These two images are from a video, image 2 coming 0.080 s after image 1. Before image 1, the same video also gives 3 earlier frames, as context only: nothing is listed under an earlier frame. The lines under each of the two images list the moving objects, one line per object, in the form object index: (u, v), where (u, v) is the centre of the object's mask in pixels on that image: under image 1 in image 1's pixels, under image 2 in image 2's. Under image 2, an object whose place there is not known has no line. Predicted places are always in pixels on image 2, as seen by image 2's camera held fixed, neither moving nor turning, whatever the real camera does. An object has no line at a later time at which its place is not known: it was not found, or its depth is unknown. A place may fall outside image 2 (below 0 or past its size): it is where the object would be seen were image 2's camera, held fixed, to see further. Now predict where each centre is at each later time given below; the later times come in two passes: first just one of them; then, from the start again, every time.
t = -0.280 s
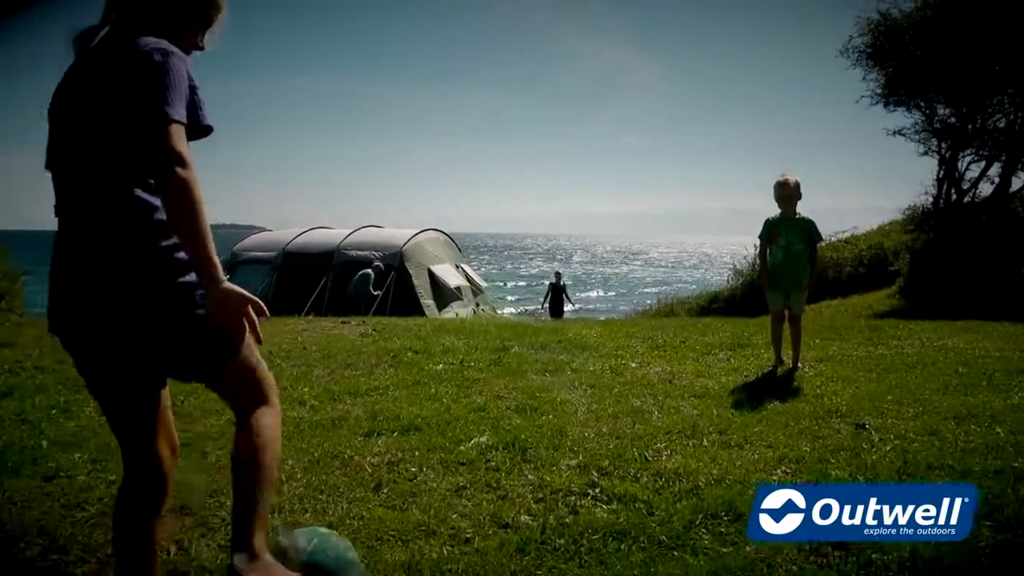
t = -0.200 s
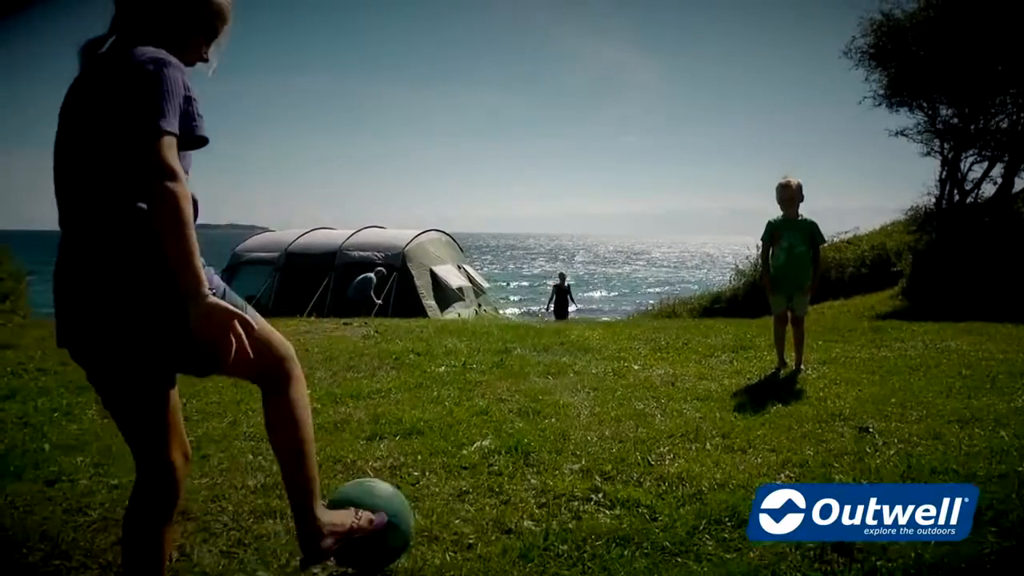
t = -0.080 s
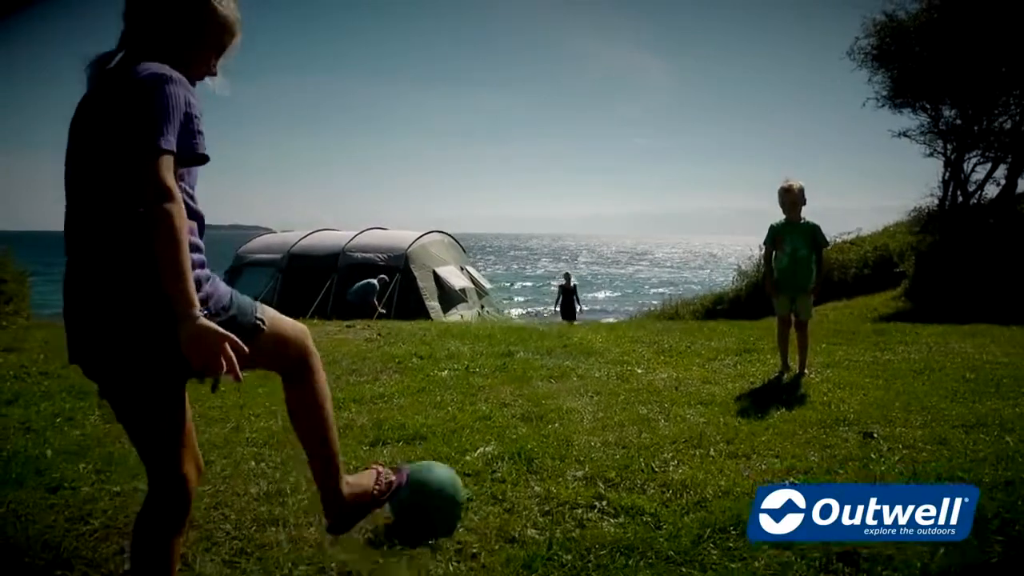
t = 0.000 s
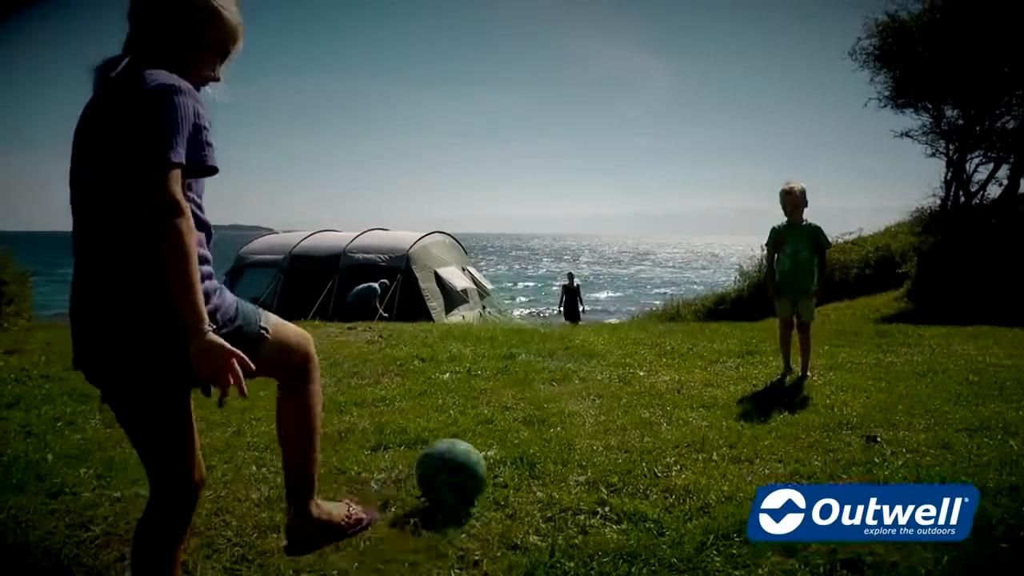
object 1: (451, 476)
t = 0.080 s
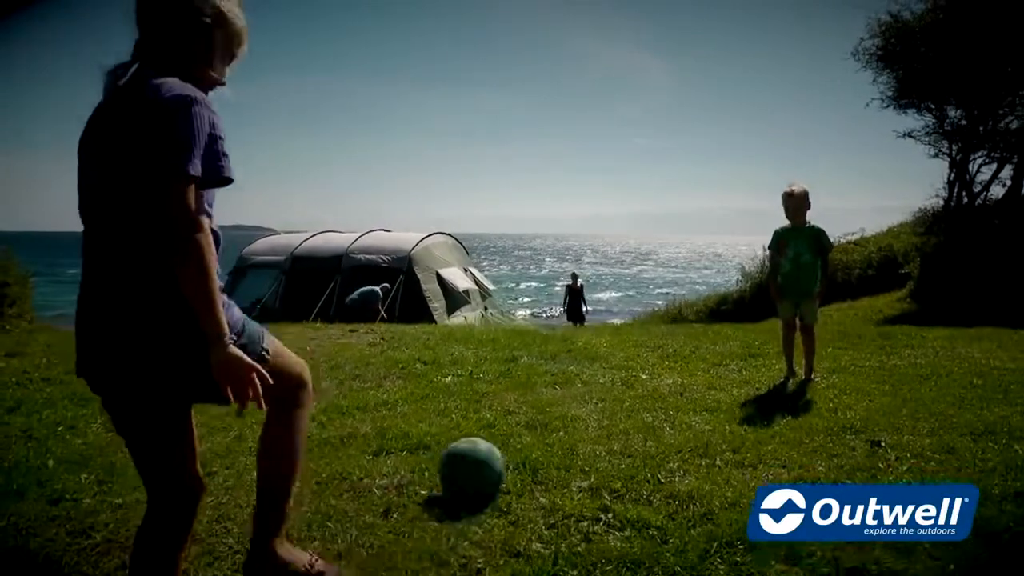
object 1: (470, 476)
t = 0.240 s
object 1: (503, 444)
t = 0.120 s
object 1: (479, 465)
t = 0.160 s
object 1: (487, 457)
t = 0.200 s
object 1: (497, 449)
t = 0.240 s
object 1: (503, 444)
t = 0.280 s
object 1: (510, 438)
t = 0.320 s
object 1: (515, 434)
